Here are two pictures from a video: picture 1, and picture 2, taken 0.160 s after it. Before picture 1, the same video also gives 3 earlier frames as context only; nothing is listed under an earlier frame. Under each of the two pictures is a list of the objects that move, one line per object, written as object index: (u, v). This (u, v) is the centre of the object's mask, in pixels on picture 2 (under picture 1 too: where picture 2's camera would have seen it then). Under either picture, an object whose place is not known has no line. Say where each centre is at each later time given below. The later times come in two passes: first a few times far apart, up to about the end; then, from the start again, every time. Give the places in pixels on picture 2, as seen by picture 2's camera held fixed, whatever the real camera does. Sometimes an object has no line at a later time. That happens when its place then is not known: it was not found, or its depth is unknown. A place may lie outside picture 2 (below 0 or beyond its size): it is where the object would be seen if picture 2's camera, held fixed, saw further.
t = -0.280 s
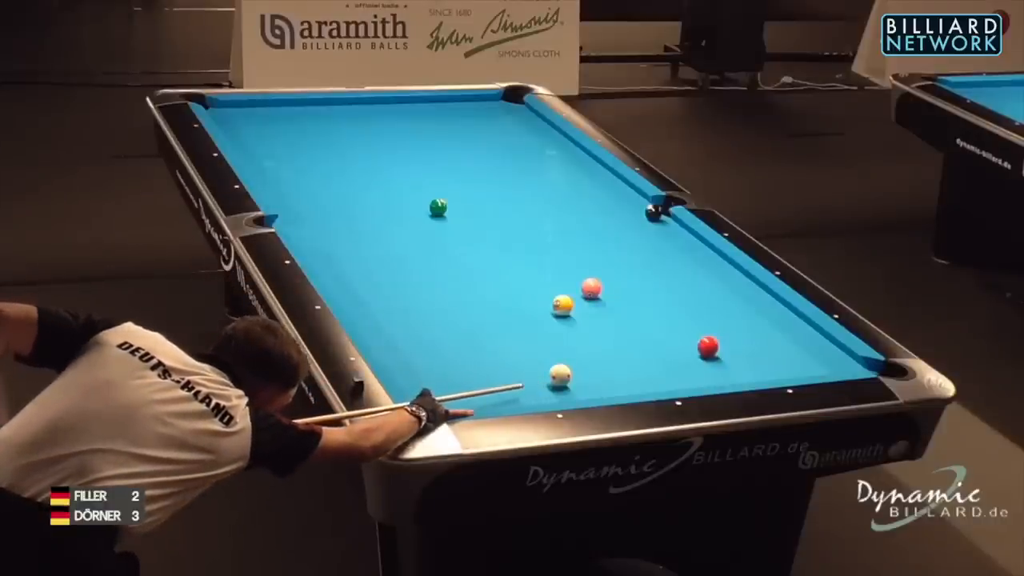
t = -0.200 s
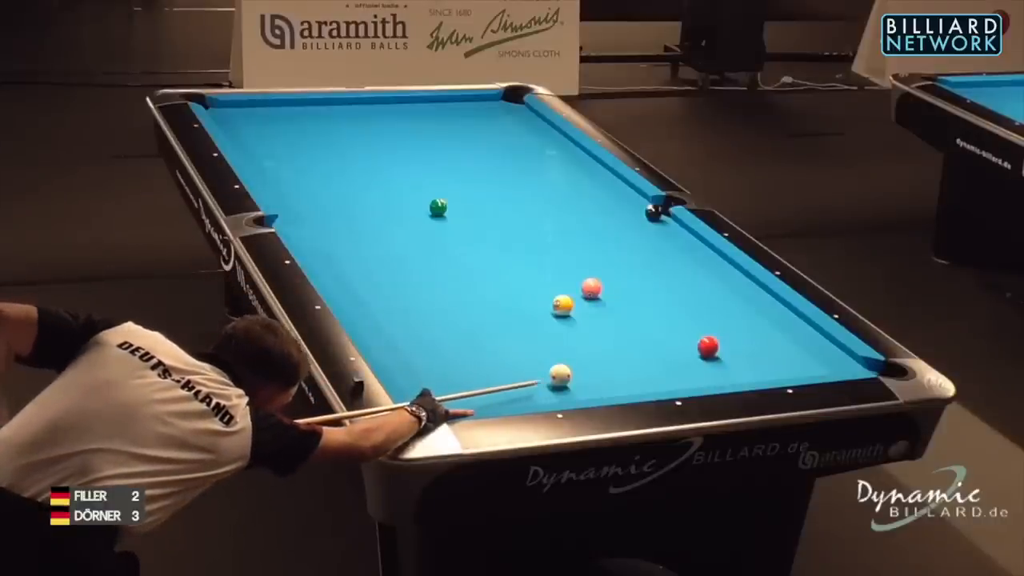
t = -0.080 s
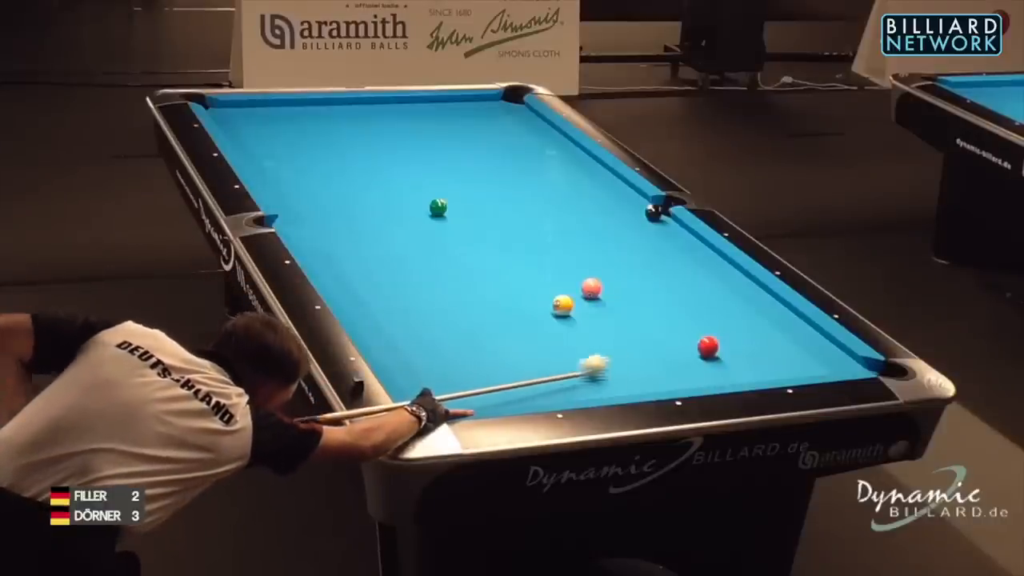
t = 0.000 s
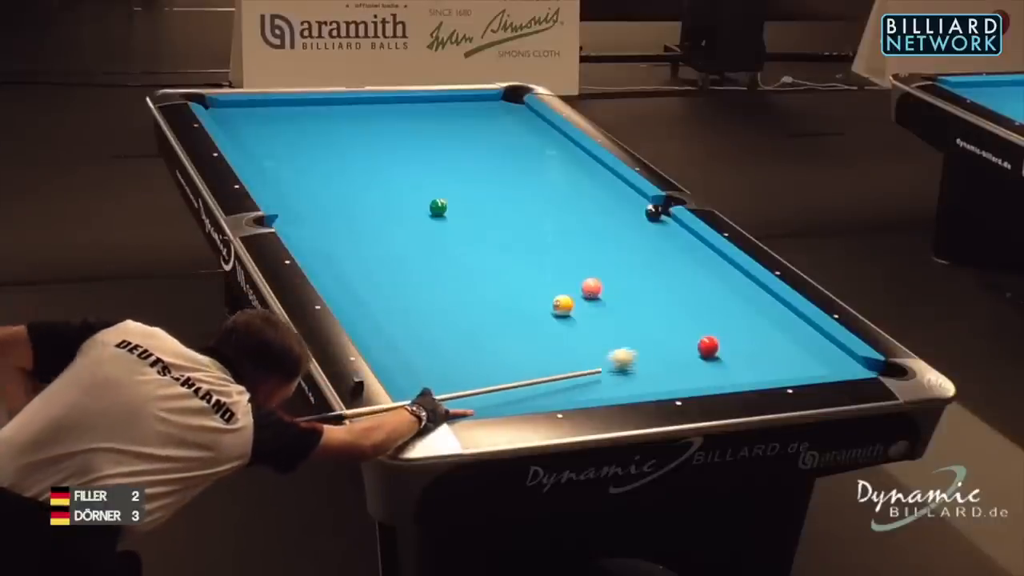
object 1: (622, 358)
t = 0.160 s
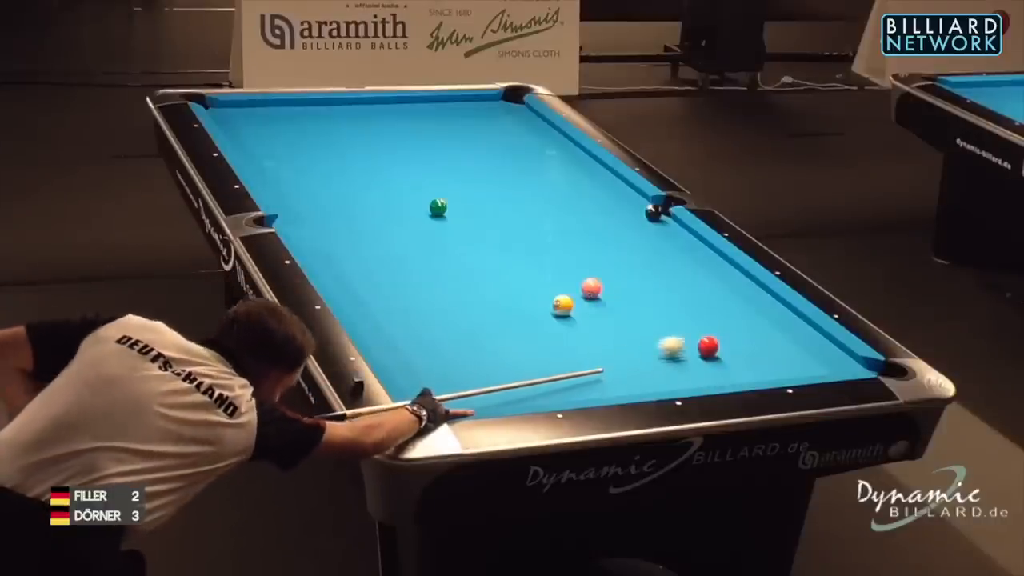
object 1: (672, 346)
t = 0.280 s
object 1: (691, 337)
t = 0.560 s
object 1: (715, 311)
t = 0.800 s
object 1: (733, 291)
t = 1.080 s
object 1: (735, 276)
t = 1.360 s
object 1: (706, 270)
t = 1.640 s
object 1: (680, 265)
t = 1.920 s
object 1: (657, 261)
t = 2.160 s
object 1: (639, 257)
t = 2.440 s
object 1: (620, 254)
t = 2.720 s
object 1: (603, 250)
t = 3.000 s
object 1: (587, 247)
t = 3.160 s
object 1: (579, 246)
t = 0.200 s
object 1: (683, 343)
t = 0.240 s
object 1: (688, 340)
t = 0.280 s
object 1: (691, 337)
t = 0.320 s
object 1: (694, 332)
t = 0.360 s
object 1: (698, 329)
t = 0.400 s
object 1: (702, 325)
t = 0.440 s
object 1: (705, 322)
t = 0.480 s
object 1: (708, 318)
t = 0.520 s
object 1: (712, 315)
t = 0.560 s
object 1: (715, 311)
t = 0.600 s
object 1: (718, 308)
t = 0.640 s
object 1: (721, 304)
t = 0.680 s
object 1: (724, 301)
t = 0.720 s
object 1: (727, 298)
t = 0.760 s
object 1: (731, 295)
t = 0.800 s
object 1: (733, 291)
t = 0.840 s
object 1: (736, 289)
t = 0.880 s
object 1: (739, 285)
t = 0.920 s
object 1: (742, 282)
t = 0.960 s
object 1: (744, 279)
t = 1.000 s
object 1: (744, 277)
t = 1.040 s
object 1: (739, 276)
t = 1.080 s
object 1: (735, 276)
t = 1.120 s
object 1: (731, 275)
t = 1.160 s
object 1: (727, 274)
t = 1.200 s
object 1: (723, 273)
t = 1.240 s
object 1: (719, 272)
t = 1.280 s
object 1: (714, 272)
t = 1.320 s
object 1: (710, 271)
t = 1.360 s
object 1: (706, 270)
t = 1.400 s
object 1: (702, 269)
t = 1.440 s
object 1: (699, 269)
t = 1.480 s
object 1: (695, 268)
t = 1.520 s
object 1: (691, 267)
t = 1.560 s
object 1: (687, 266)
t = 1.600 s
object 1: (684, 266)
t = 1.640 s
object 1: (680, 265)
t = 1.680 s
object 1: (677, 264)
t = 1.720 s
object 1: (673, 264)
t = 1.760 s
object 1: (670, 263)
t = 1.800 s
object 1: (667, 263)
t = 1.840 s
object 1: (663, 262)
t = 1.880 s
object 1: (660, 261)
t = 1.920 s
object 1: (657, 261)
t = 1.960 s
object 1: (654, 260)
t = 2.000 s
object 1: (651, 259)
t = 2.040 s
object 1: (648, 259)
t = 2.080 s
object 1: (645, 258)
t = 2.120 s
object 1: (642, 258)
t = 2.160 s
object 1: (639, 257)
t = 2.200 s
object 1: (636, 257)
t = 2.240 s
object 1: (633, 256)
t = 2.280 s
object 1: (630, 256)
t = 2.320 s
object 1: (628, 255)
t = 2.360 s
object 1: (625, 255)
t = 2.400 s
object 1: (622, 254)
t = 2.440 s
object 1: (620, 254)
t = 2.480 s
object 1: (617, 253)
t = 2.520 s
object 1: (615, 253)
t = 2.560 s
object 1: (612, 252)
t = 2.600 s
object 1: (609, 252)
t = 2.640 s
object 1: (607, 251)
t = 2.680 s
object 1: (605, 251)
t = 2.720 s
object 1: (603, 250)
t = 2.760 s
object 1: (600, 250)
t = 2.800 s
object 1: (599, 250)
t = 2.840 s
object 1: (596, 249)
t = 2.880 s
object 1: (593, 248)
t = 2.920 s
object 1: (591, 248)
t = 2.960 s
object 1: (590, 248)
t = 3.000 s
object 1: (587, 247)
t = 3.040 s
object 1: (585, 247)
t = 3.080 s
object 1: (583, 247)
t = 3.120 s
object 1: (582, 246)
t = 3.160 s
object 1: (579, 246)
